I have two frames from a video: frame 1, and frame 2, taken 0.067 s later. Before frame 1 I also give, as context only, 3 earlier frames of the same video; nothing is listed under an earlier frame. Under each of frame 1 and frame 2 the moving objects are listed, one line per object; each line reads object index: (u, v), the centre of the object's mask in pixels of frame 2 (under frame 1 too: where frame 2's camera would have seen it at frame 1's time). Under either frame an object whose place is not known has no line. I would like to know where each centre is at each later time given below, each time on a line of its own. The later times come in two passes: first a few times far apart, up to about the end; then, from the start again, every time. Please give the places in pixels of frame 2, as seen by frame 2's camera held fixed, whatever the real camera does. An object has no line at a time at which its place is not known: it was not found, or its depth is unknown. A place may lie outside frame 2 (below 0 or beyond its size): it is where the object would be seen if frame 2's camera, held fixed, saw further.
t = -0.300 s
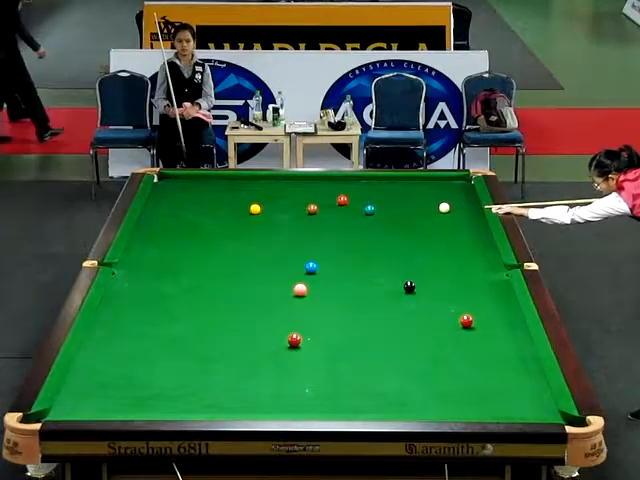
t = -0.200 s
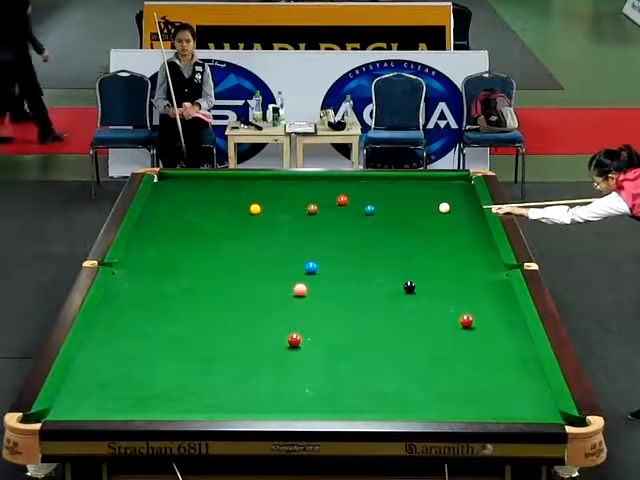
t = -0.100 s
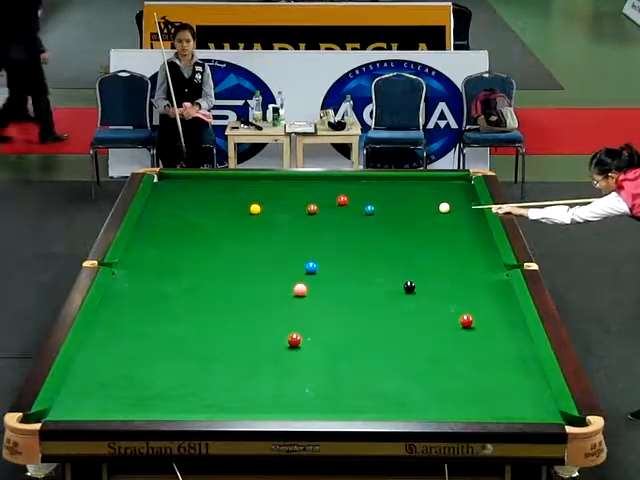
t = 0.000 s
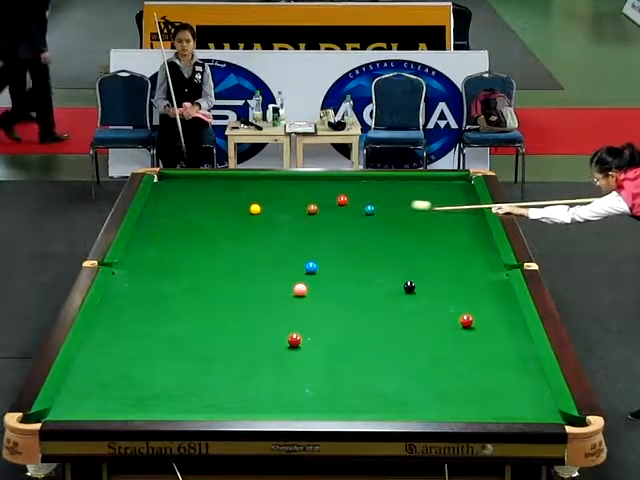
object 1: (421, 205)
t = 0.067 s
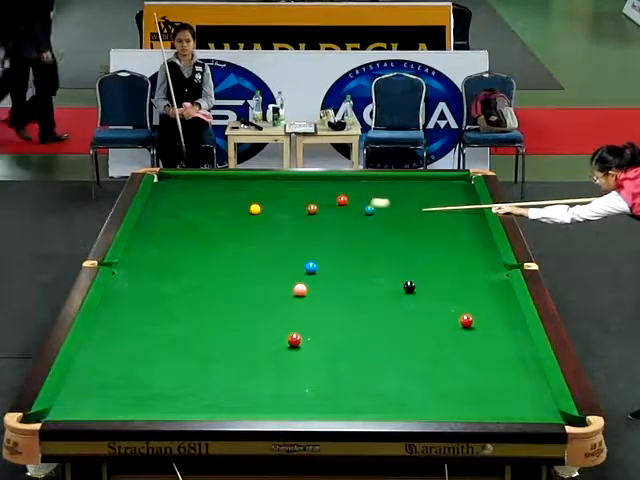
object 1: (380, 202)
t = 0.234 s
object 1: (341, 204)
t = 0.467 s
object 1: (326, 210)
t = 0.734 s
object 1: (309, 216)
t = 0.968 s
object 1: (294, 221)
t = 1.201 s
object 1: (280, 226)
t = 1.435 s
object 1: (265, 231)
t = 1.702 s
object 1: (249, 237)
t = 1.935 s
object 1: (236, 241)
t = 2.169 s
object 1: (222, 246)
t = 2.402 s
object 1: (210, 251)
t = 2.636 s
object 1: (197, 255)
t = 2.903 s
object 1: (183, 260)
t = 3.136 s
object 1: (172, 264)
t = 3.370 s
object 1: (161, 268)
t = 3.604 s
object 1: (151, 271)
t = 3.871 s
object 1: (141, 275)
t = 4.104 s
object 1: (132, 277)
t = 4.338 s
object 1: (124, 280)
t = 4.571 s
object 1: (117, 283)
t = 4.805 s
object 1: (115, 285)
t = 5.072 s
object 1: (116, 286)
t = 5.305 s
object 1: (119, 287)
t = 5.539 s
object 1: (120, 288)
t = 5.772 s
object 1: (121, 289)
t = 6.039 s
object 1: (122, 289)
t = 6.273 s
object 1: (122, 289)
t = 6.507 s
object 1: (122, 289)
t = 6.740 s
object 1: (122, 289)
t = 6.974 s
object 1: (122, 289)
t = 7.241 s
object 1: (122, 289)
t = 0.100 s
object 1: (360, 201)
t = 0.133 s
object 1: (348, 202)
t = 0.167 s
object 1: (346, 203)
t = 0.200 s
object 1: (343, 204)
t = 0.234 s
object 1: (341, 204)
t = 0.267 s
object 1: (339, 205)
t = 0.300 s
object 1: (336, 206)
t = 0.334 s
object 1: (334, 207)
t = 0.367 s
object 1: (332, 207)
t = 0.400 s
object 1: (330, 208)
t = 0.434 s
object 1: (328, 209)
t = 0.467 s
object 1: (326, 210)
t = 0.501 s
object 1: (324, 211)
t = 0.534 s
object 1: (321, 211)
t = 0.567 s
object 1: (319, 212)
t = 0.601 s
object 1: (317, 213)
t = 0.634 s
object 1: (315, 213)
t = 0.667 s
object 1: (313, 214)
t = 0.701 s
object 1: (311, 215)
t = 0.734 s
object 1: (309, 216)
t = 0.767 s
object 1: (306, 217)
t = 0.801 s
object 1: (304, 217)
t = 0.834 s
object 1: (303, 218)
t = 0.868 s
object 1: (301, 219)
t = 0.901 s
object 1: (298, 219)
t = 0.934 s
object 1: (296, 220)
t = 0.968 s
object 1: (294, 221)
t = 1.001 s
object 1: (292, 222)
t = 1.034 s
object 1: (290, 222)
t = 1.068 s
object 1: (288, 223)
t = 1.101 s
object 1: (286, 224)
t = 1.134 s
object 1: (284, 224)
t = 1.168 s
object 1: (282, 225)
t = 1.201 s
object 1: (280, 226)
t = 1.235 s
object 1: (278, 227)
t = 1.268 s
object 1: (275, 228)
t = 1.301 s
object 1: (274, 228)
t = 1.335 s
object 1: (271, 229)
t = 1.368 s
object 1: (269, 230)
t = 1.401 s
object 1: (267, 230)
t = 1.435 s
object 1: (265, 231)
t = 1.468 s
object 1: (264, 232)
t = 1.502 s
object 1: (261, 232)
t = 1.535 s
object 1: (259, 233)
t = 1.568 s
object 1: (257, 234)
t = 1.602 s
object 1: (255, 235)
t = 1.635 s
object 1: (253, 235)
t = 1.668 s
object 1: (251, 236)
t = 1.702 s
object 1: (249, 237)
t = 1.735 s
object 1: (247, 238)
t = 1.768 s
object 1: (245, 238)
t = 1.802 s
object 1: (243, 239)
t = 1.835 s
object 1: (242, 239)
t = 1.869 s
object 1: (239, 240)
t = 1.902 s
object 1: (238, 241)
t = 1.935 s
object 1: (236, 241)
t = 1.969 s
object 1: (233, 242)
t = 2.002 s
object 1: (232, 243)
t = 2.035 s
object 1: (230, 243)
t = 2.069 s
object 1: (228, 244)
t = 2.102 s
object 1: (226, 245)
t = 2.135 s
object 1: (224, 245)
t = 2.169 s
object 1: (222, 246)
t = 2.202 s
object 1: (221, 247)
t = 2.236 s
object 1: (219, 247)
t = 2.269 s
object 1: (217, 248)
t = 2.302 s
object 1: (215, 249)
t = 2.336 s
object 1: (213, 249)
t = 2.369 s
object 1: (211, 250)
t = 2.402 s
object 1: (210, 251)
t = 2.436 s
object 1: (207, 251)
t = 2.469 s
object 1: (206, 252)
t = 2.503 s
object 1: (204, 252)
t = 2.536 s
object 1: (202, 253)
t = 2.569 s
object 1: (200, 254)
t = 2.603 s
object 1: (199, 255)
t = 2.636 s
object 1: (197, 255)
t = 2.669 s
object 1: (195, 255)
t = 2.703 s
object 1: (193, 256)
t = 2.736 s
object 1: (192, 257)
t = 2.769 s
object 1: (190, 257)
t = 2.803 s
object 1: (188, 258)
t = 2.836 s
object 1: (187, 258)
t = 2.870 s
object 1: (185, 259)
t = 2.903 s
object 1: (183, 260)
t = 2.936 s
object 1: (182, 260)
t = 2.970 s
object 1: (180, 261)
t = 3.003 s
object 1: (179, 262)
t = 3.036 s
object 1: (177, 262)
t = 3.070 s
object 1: (175, 263)
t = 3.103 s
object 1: (173, 263)
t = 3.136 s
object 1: (172, 264)
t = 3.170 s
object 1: (170, 264)
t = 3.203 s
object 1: (169, 265)
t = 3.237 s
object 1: (167, 265)
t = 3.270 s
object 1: (166, 266)
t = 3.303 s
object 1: (164, 266)
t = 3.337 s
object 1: (163, 267)
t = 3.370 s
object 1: (161, 268)
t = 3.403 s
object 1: (160, 268)
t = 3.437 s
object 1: (158, 269)
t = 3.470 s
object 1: (157, 269)
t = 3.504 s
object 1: (156, 270)
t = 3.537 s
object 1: (154, 270)
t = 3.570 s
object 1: (153, 271)
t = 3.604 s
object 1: (151, 271)
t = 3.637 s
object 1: (150, 272)
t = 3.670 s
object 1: (149, 272)
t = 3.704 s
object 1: (147, 272)
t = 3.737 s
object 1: (146, 273)
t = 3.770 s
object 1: (144, 273)
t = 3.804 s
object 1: (143, 274)
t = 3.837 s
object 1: (142, 274)
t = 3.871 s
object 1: (141, 275)
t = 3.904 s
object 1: (139, 275)
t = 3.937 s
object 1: (138, 276)
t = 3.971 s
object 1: (137, 276)
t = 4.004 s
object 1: (136, 276)
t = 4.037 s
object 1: (134, 277)
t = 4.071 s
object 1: (133, 277)
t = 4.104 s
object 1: (132, 277)
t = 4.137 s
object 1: (131, 278)
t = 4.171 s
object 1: (130, 279)
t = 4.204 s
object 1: (129, 279)
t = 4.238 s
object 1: (127, 279)
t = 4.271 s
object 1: (126, 280)
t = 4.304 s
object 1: (125, 280)
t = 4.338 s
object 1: (124, 280)
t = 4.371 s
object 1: (122, 281)
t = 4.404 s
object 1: (122, 281)
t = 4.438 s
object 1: (121, 281)
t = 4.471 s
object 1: (120, 282)
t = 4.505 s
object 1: (119, 282)
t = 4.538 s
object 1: (118, 282)
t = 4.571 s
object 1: (117, 283)
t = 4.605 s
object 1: (116, 283)
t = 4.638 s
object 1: (115, 283)
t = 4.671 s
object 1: (114, 284)
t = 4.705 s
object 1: (113, 284)
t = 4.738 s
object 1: (114, 285)
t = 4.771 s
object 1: (114, 285)
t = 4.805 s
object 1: (115, 285)
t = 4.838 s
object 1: (115, 285)
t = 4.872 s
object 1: (115, 285)
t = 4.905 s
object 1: (115, 285)
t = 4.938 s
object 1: (116, 286)
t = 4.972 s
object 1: (116, 286)
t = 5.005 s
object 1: (116, 286)
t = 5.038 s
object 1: (116, 286)
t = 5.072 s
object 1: (116, 286)
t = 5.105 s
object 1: (117, 286)
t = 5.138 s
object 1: (117, 286)
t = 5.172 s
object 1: (118, 287)
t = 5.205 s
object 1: (118, 287)
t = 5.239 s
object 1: (118, 287)
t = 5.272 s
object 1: (118, 287)
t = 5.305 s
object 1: (119, 287)
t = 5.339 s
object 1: (119, 287)
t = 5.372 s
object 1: (119, 288)
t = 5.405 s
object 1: (120, 288)
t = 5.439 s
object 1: (120, 288)
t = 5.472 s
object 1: (120, 288)
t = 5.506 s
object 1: (120, 288)
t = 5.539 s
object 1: (120, 288)
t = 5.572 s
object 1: (120, 288)
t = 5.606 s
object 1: (120, 288)
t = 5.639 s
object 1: (121, 288)
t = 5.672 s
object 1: (121, 289)
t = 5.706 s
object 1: (121, 289)
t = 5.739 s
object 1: (121, 289)
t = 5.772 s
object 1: (121, 289)
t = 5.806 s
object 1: (121, 289)
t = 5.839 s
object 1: (122, 289)
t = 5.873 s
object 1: (122, 289)
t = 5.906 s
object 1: (122, 289)
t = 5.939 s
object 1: (122, 289)
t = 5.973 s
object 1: (122, 289)
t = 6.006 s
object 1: (122, 289)
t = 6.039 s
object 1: (122, 289)
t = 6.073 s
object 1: (122, 289)
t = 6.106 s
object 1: (122, 289)
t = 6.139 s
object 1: (122, 289)
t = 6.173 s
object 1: (122, 289)
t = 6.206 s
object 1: (122, 289)
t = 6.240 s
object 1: (122, 289)
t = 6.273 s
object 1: (122, 289)
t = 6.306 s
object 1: (122, 289)
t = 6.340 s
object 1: (122, 289)
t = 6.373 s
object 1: (122, 289)
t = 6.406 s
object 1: (122, 289)
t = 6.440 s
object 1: (122, 289)
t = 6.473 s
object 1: (122, 289)
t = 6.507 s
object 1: (122, 289)
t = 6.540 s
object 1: (122, 289)
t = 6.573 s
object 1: (122, 289)
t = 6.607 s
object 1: (122, 289)
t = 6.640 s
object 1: (122, 289)
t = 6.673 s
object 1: (122, 289)
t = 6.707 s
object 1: (122, 289)
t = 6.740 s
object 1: (122, 289)
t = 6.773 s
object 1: (122, 289)
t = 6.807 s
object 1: (122, 289)
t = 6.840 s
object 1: (122, 289)
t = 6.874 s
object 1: (122, 289)
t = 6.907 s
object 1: (122, 289)
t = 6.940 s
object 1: (122, 289)
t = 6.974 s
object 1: (122, 289)
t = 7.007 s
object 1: (122, 289)
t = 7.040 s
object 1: (122, 289)
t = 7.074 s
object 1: (122, 289)
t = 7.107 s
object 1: (122, 289)
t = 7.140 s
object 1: (122, 289)
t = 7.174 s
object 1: (122, 289)
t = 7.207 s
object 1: (122, 289)
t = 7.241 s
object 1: (122, 289)
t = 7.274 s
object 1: (122, 289)
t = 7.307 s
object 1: (122, 289)
